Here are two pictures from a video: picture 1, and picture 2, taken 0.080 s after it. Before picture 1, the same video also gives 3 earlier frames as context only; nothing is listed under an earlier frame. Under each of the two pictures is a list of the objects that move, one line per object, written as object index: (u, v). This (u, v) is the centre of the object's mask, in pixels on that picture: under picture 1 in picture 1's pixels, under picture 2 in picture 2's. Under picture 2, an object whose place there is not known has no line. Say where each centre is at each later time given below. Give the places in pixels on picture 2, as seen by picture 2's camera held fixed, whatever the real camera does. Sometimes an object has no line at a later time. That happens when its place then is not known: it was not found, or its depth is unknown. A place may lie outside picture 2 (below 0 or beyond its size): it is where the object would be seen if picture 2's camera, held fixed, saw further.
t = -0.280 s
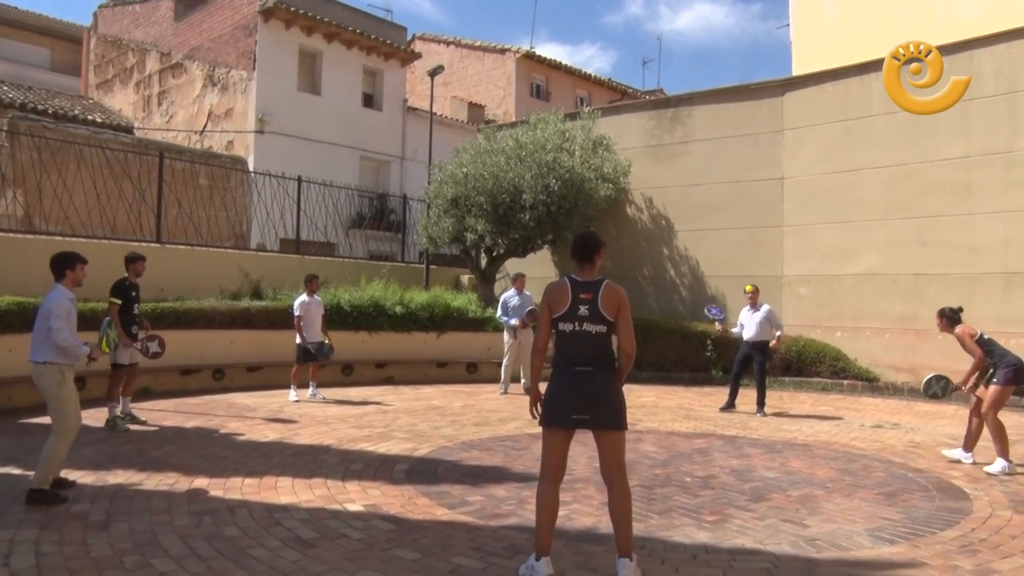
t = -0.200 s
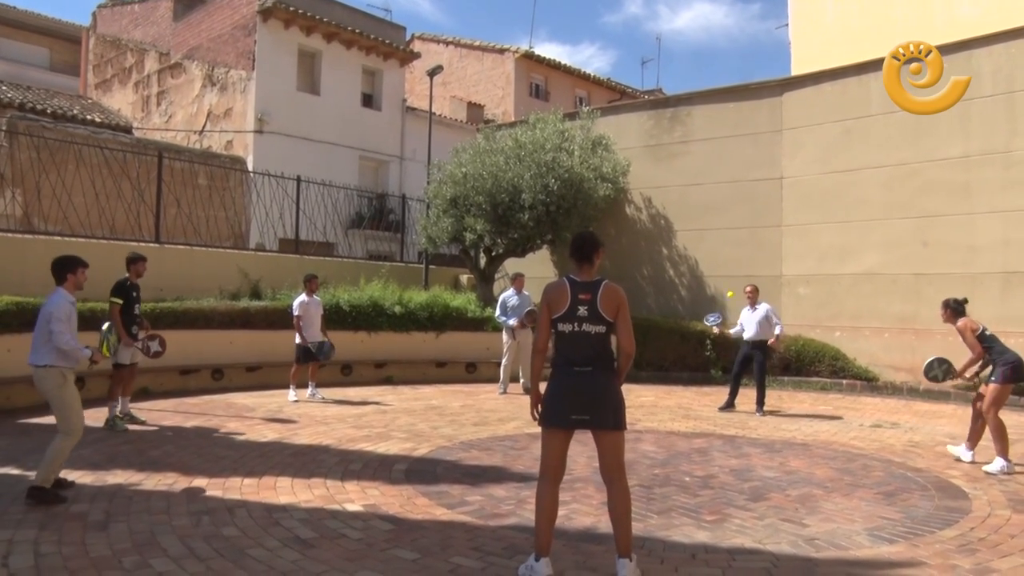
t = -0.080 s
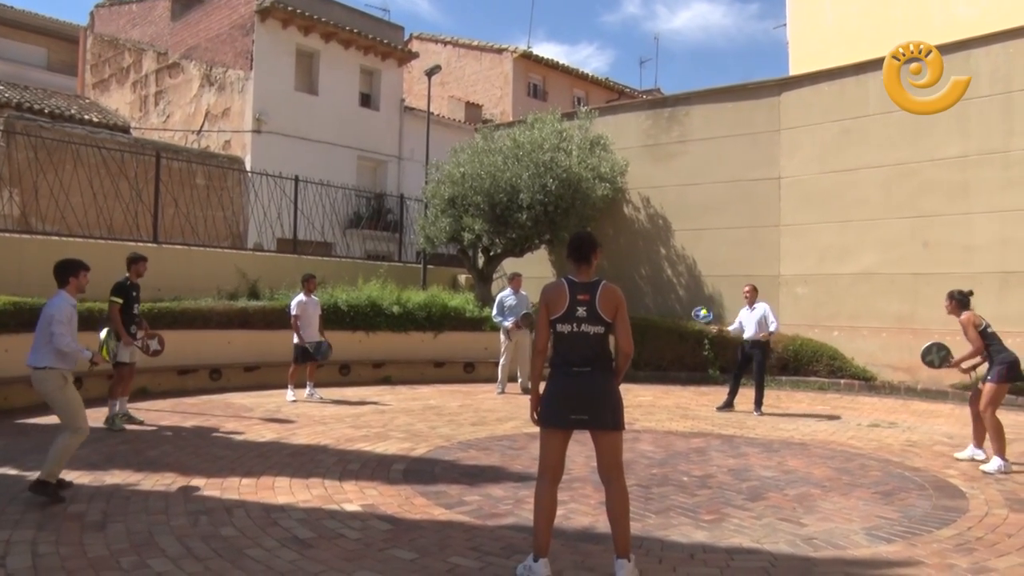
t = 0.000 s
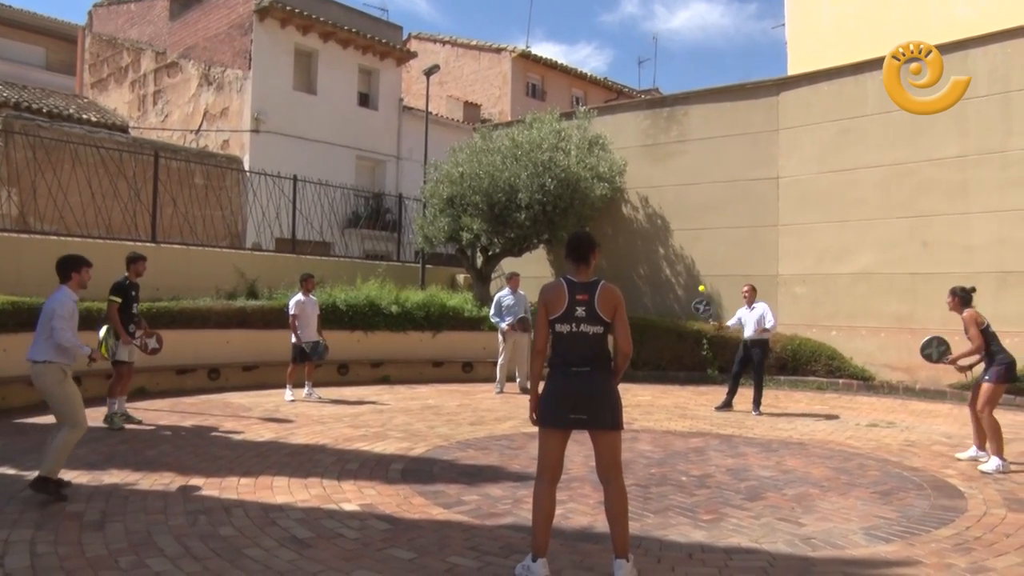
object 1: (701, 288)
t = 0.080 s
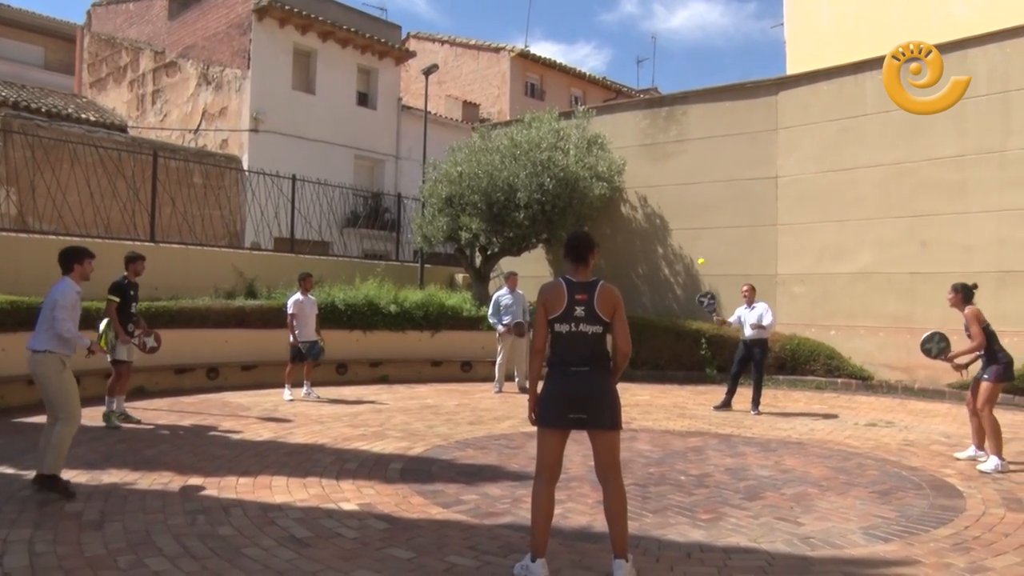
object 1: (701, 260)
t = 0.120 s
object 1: (701, 249)
